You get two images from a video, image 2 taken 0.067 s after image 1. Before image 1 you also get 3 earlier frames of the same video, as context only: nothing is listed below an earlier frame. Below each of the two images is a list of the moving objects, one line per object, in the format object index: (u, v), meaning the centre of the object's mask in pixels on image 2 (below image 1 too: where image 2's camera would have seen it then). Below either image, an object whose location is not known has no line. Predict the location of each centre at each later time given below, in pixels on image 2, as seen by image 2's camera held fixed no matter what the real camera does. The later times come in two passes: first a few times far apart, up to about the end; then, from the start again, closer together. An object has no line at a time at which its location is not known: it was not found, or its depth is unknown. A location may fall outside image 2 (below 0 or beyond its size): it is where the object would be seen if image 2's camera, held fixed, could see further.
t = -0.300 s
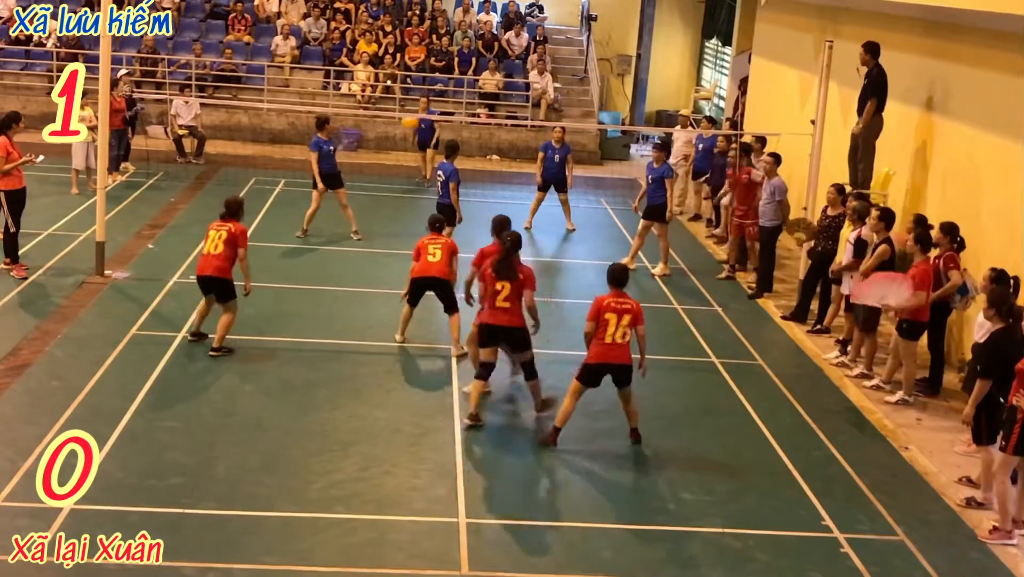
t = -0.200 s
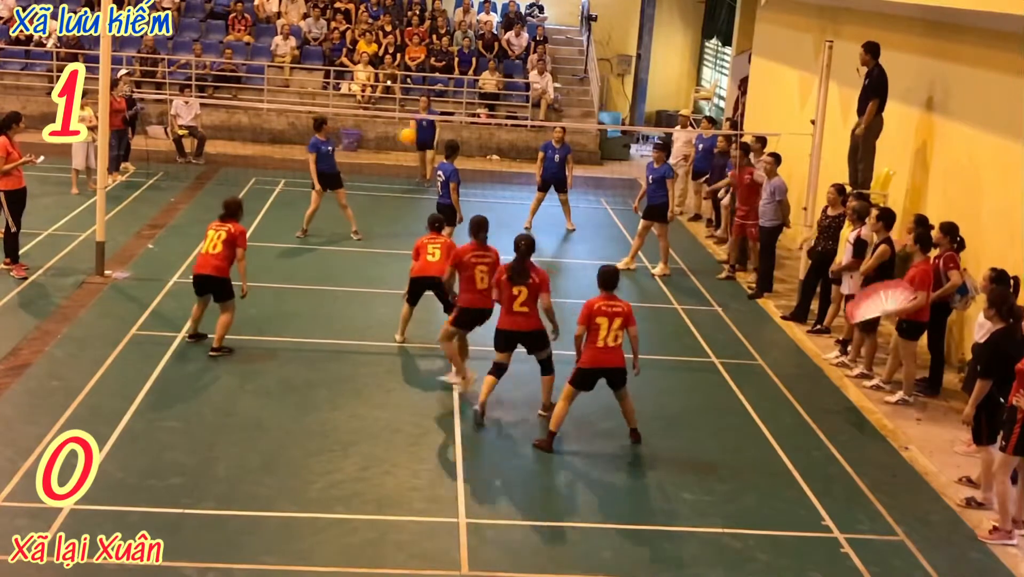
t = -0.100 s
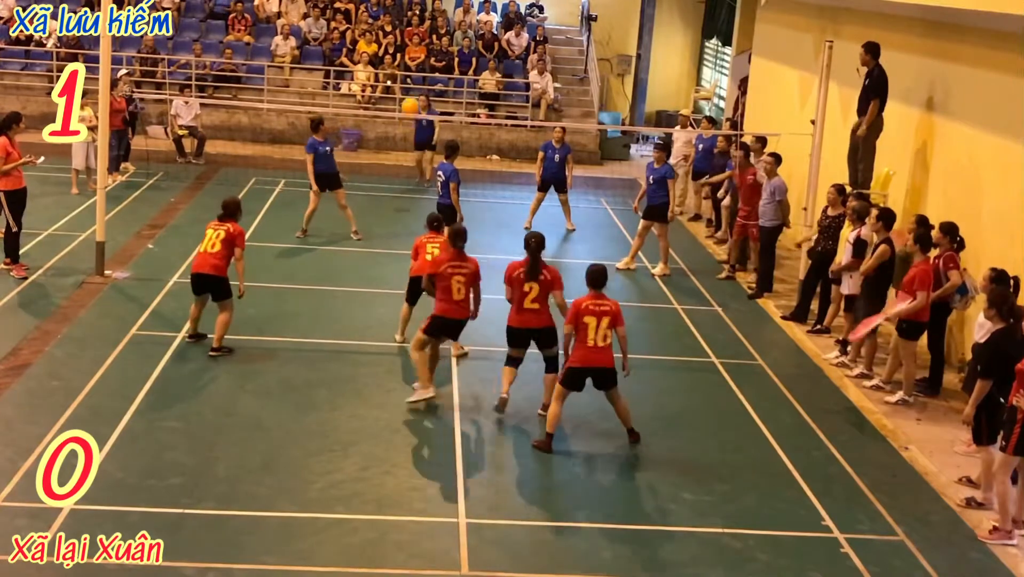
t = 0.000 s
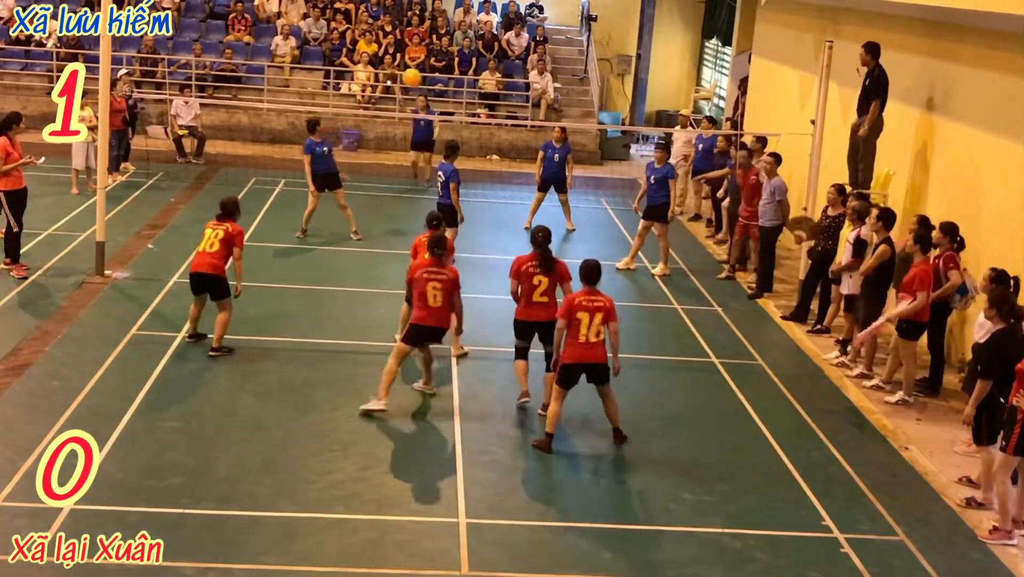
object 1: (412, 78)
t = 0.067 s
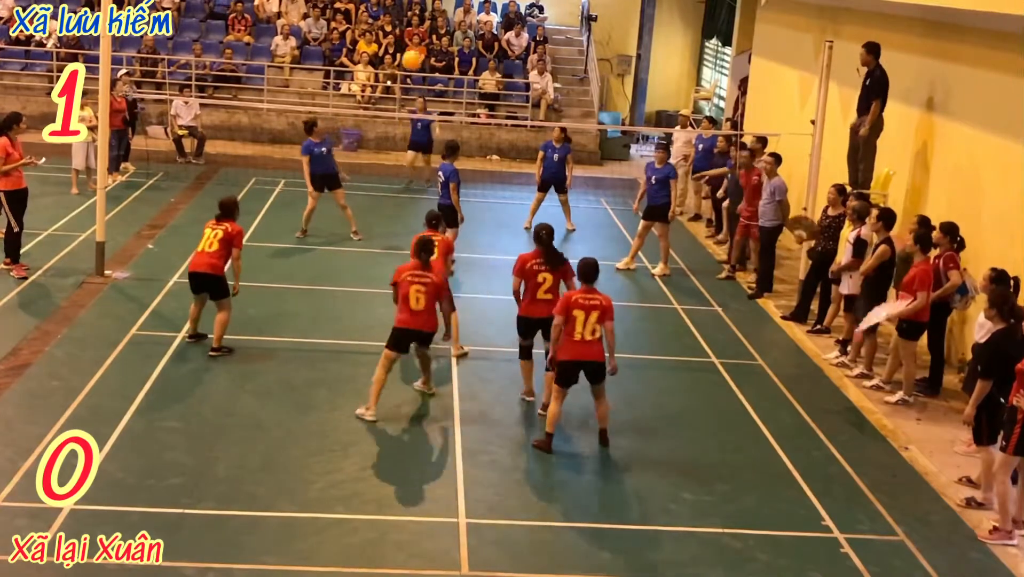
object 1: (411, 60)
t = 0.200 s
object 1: (409, 30)
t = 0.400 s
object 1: (410, 8)
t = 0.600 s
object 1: (409, 16)
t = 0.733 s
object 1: (409, 49)
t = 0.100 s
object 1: (411, 53)
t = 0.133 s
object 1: (412, 46)
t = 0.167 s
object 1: (410, 37)
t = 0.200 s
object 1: (409, 30)
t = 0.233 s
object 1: (409, 24)
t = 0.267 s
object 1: (409, 19)
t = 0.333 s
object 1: (410, 11)
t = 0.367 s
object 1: (410, 9)
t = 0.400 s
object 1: (410, 8)
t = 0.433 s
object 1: (410, 8)
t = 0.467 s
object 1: (410, 8)
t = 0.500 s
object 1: (410, 8)
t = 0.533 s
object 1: (410, 9)
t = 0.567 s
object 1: (409, 11)
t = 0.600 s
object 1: (409, 16)
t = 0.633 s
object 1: (409, 22)
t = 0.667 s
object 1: (409, 29)
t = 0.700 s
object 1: (409, 38)
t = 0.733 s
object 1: (409, 49)
